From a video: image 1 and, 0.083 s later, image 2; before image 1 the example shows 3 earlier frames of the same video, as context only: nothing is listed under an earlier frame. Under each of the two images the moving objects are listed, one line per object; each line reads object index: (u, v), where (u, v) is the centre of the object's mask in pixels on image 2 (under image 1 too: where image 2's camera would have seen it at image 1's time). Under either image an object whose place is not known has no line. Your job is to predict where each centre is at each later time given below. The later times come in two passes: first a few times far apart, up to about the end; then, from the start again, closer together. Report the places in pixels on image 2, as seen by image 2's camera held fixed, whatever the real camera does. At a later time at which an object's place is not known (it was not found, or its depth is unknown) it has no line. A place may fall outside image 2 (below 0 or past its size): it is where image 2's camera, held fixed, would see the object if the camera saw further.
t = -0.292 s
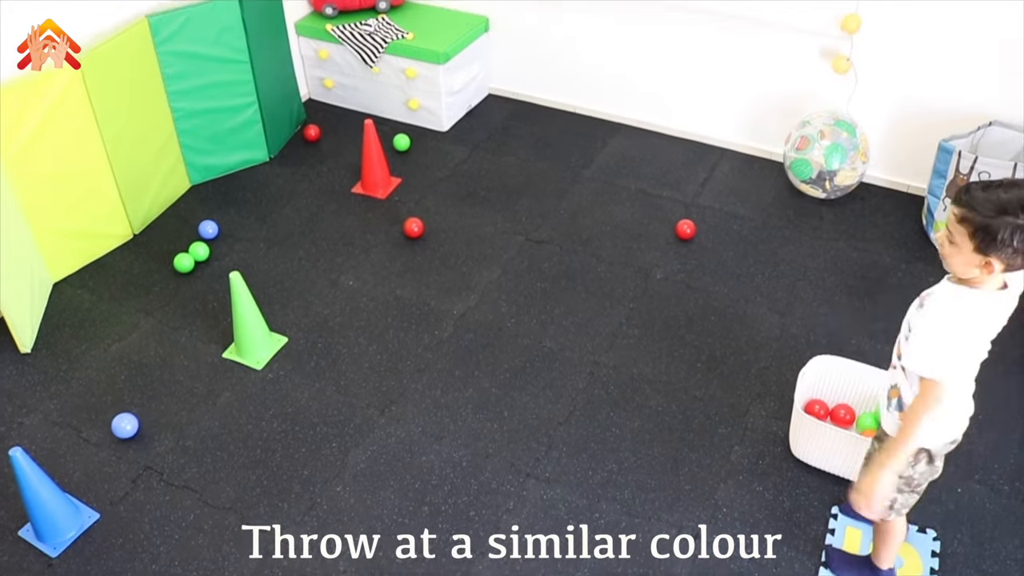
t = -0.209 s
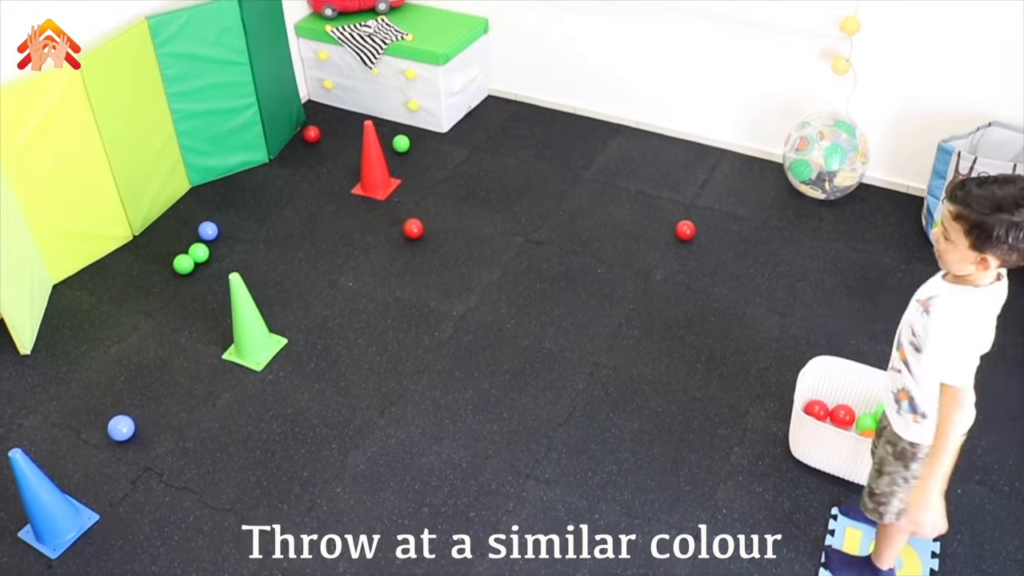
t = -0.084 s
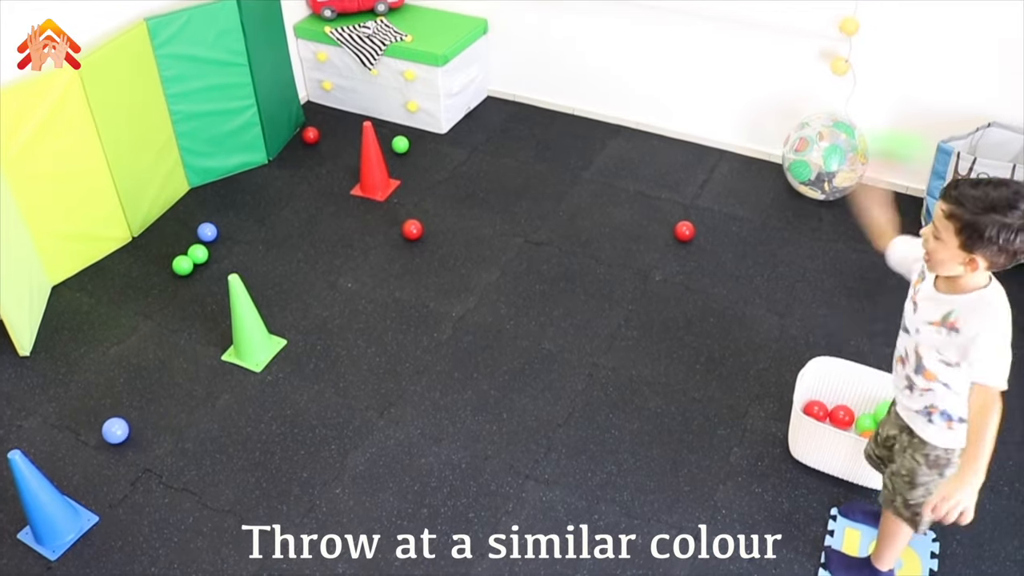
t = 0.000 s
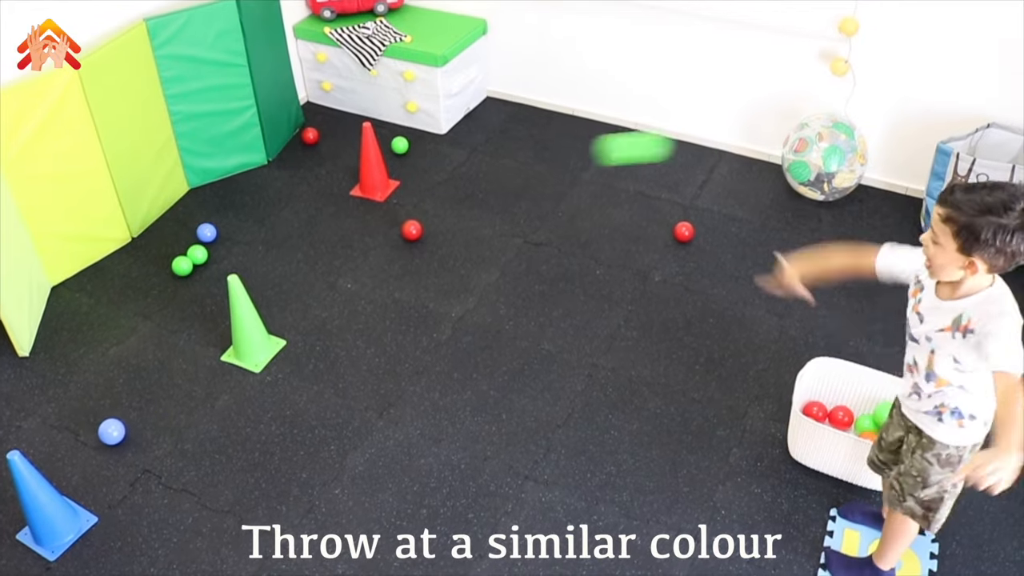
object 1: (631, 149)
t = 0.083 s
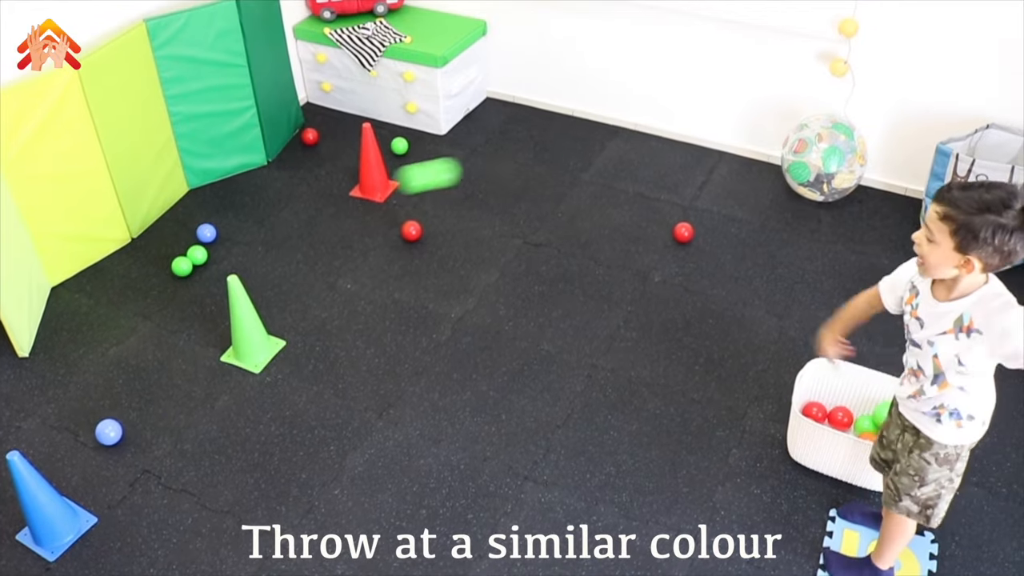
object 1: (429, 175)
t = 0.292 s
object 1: (125, 285)
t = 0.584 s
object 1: (66, 197)
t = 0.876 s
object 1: (158, 225)
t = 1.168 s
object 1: (173, 197)
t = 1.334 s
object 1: (191, 193)
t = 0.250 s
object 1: (165, 259)
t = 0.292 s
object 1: (125, 285)
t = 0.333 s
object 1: (90, 305)
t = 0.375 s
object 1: (62, 286)
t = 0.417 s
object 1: (38, 261)
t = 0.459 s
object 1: (42, 239)
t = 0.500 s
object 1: (48, 221)
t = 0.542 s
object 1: (56, 207)
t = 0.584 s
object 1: (66, 197)
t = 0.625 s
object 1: (76, 190)
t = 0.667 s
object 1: (88, 187)
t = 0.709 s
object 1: (100, 188)
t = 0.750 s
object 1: (115, 194)
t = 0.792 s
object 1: (128, 200)
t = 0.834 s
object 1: (142, 211)
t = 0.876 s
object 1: (158, 225)
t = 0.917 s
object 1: (161, 223)
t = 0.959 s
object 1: (155, 210)
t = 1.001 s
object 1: (150, 201)
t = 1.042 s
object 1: (152, 196)
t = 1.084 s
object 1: (157, 193)
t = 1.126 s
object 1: (165, 193)
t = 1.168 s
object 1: (173, 197)
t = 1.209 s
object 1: (183, 205)
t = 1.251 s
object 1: (186, 201)
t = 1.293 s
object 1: (188, 195)
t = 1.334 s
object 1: (191, 193)
